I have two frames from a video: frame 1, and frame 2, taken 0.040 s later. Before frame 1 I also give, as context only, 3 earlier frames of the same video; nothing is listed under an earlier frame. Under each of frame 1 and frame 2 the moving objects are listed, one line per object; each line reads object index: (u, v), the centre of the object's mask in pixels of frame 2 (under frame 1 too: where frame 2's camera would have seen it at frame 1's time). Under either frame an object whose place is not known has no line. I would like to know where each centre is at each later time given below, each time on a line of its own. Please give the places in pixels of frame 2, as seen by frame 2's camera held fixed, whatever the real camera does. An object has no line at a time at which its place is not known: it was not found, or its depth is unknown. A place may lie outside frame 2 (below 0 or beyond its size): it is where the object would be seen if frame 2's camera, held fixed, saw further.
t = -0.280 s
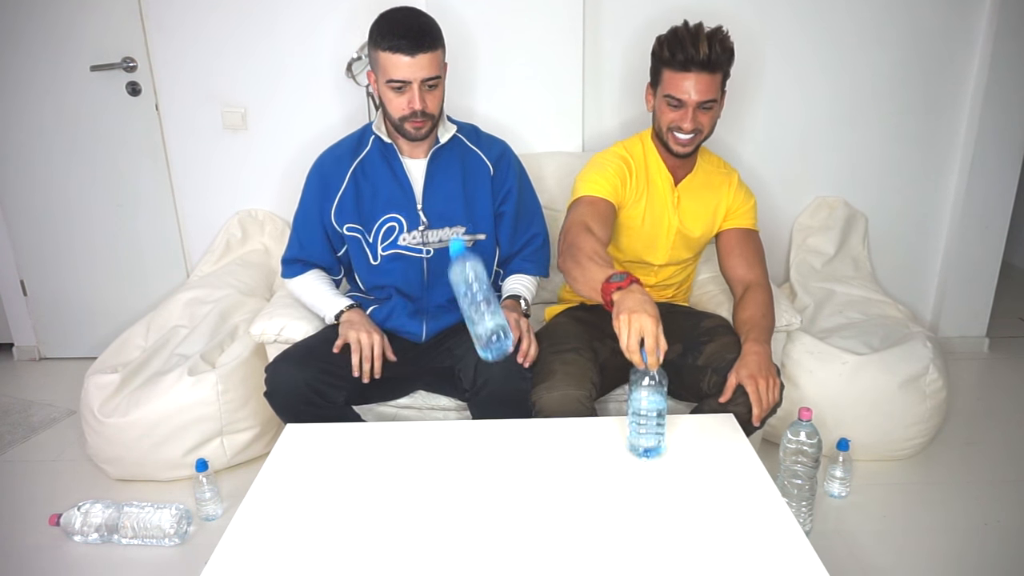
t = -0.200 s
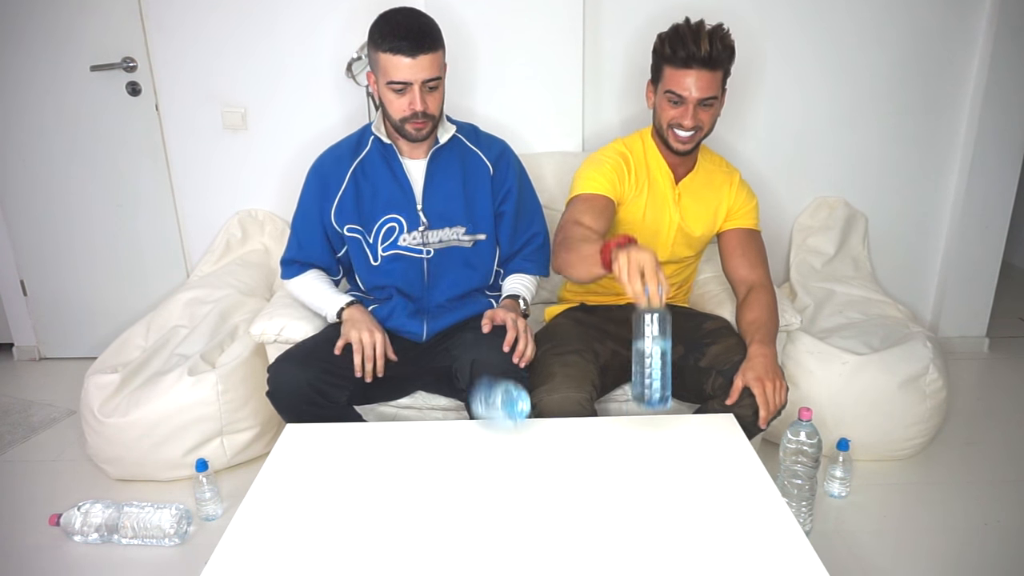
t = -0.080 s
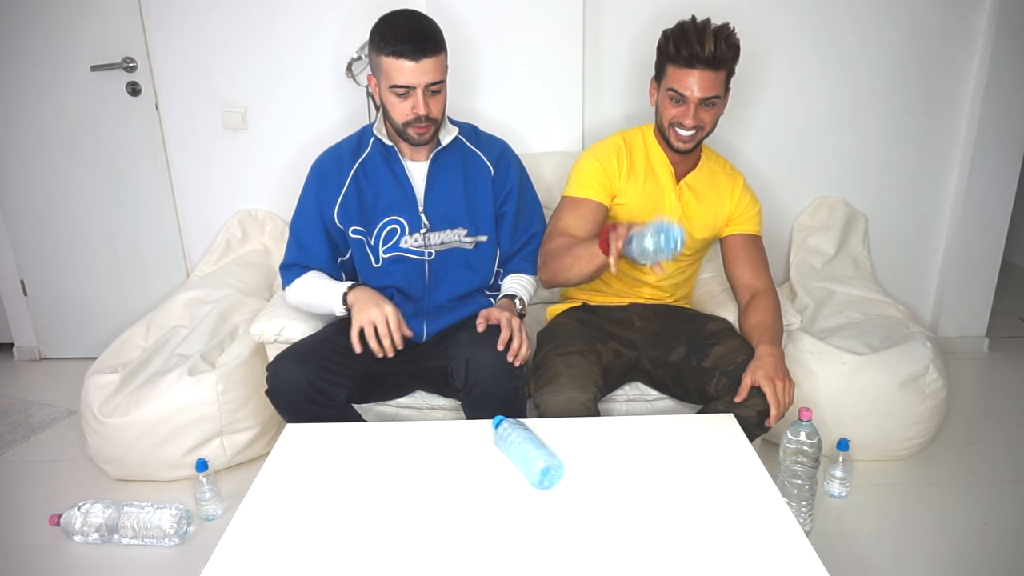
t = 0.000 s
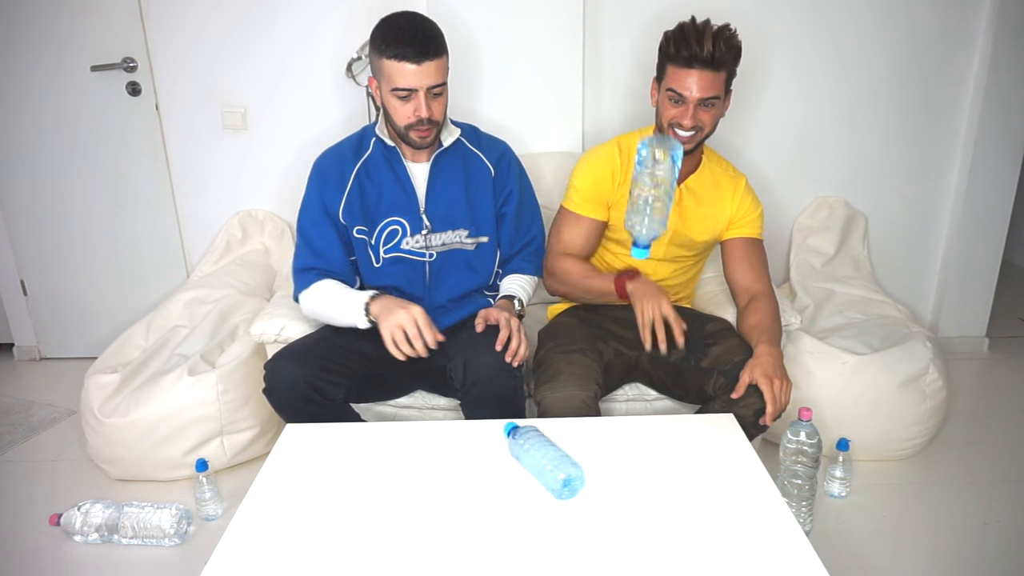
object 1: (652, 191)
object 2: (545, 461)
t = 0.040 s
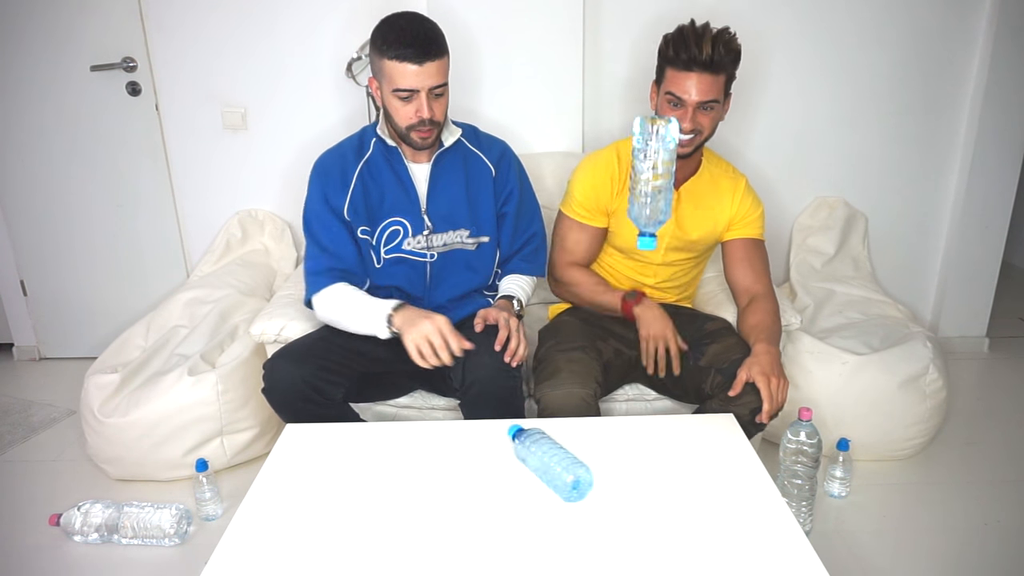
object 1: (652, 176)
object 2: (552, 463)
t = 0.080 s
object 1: (652, 169)
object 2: (558, 465)
